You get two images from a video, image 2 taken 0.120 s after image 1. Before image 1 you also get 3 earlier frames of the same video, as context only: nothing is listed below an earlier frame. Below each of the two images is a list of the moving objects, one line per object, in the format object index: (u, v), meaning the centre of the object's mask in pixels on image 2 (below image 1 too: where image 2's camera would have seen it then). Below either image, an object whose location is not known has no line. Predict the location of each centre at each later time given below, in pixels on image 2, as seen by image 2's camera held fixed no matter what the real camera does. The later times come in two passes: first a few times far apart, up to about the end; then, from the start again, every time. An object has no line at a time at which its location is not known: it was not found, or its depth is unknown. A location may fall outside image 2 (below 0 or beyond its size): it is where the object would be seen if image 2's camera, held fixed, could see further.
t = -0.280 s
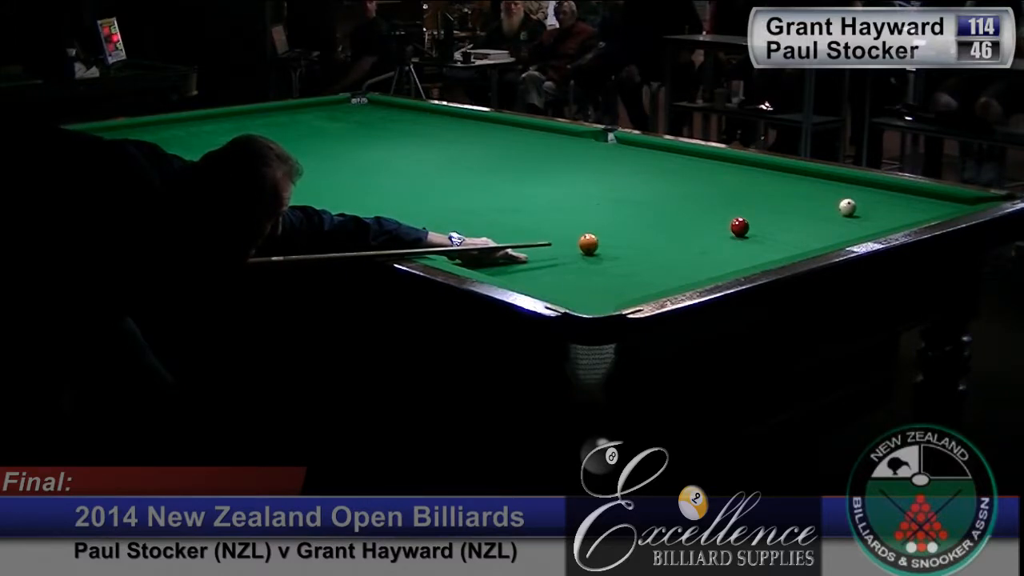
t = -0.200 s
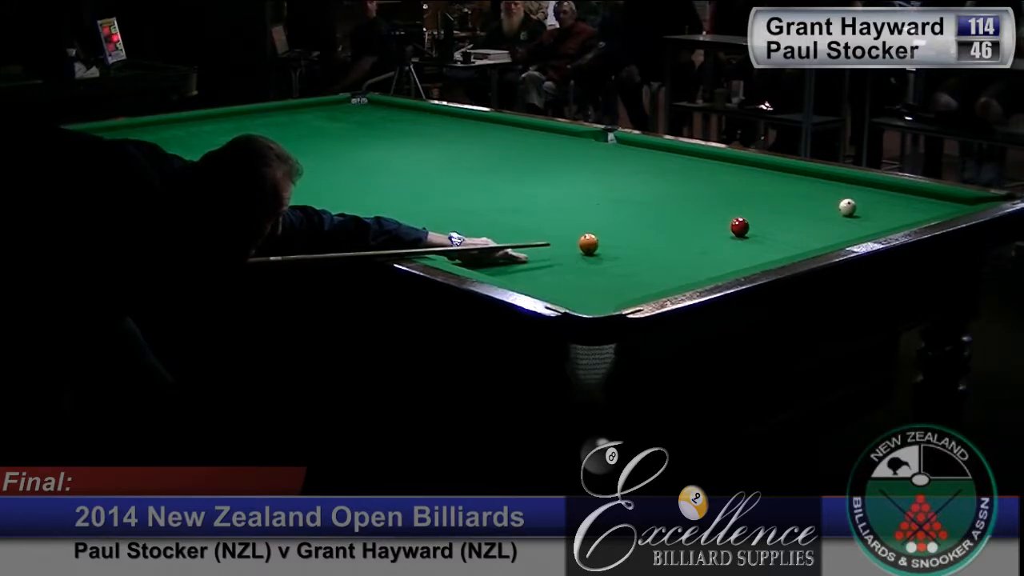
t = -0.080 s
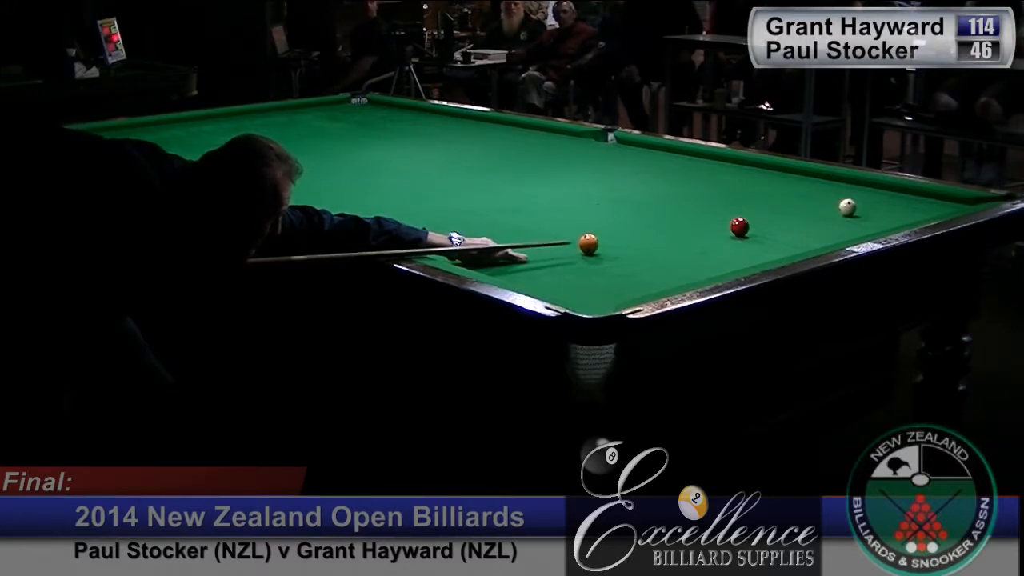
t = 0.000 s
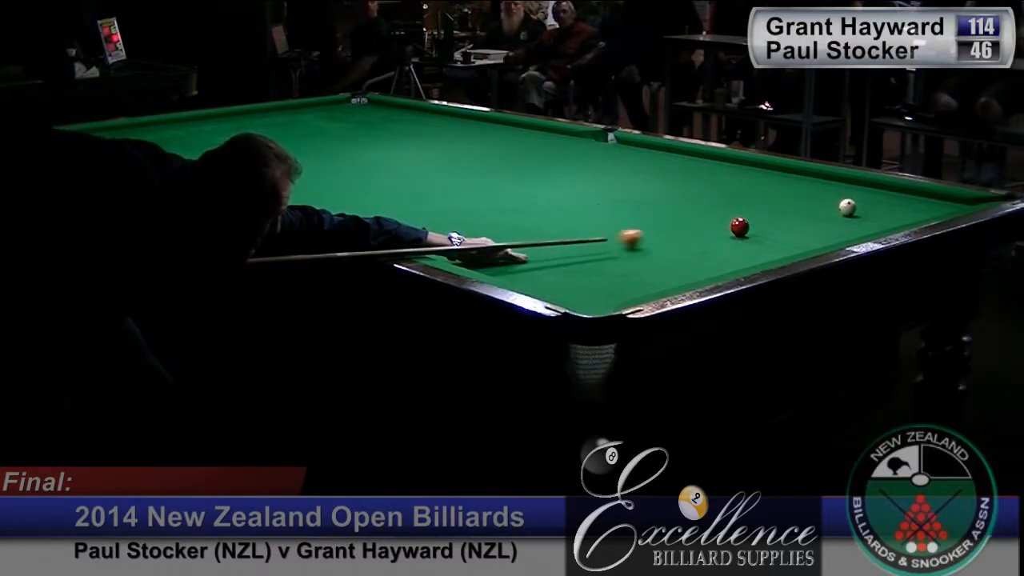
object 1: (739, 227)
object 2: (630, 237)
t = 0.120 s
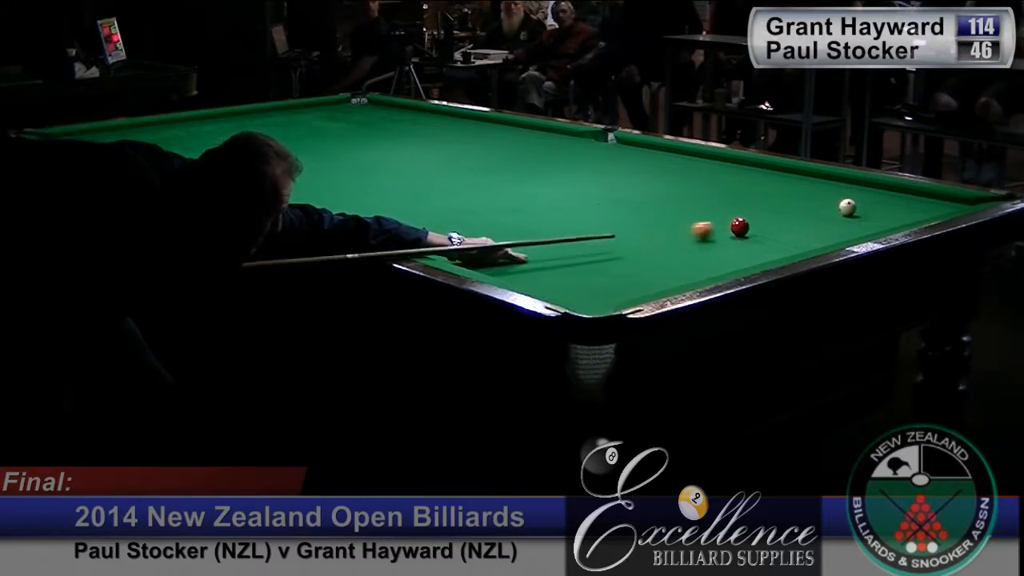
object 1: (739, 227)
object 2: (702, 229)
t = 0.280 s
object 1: (796, 221)
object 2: (729, 226)
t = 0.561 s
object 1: (891, 213)
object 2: (764, 221)
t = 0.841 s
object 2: (794, 216)
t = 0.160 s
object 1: (741, 226)
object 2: (723, 228)
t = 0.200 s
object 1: (761, 224)
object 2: (724, 228)
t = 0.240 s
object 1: (779, 223)
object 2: (725, 227)
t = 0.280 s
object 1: (796, 221)
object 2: (729, 226)
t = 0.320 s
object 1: (811, 220)
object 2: (734, 226)
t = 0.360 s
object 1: (826, 219)
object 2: (739, 225)
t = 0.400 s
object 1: (839, 218)
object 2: (744, 224)
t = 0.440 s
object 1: (852, 217)
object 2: (749, 223)
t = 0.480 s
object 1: (865, 215)
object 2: (754, 222)
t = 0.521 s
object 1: (878, 214)
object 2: (759, 222)
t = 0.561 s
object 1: (891, 213)
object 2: (764, 221)
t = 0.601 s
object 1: (903, 212)
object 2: (768, 220)
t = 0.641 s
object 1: (915, 210)
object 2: (773, 220)
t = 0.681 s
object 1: (927, 209)
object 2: (777, 219)
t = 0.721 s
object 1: (938, 207)
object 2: (782, 218)
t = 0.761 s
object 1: (950, 205)
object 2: (786, 217)
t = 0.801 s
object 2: (790, 217)
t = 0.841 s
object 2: (794, 216)
